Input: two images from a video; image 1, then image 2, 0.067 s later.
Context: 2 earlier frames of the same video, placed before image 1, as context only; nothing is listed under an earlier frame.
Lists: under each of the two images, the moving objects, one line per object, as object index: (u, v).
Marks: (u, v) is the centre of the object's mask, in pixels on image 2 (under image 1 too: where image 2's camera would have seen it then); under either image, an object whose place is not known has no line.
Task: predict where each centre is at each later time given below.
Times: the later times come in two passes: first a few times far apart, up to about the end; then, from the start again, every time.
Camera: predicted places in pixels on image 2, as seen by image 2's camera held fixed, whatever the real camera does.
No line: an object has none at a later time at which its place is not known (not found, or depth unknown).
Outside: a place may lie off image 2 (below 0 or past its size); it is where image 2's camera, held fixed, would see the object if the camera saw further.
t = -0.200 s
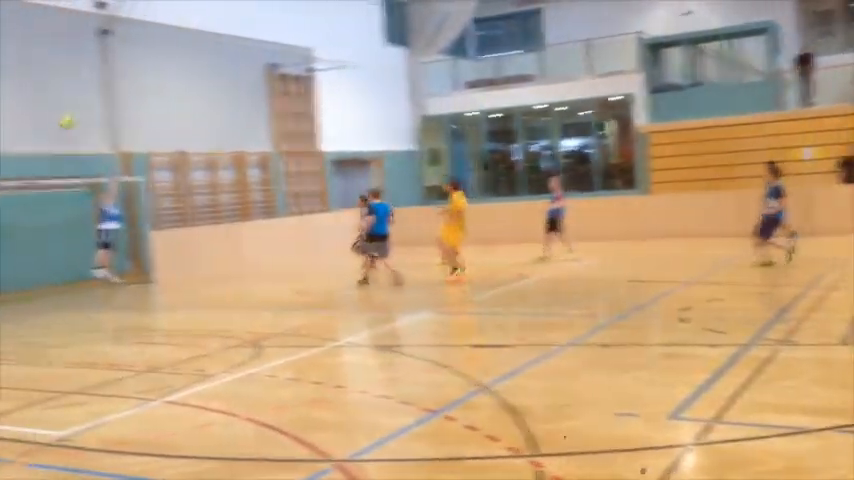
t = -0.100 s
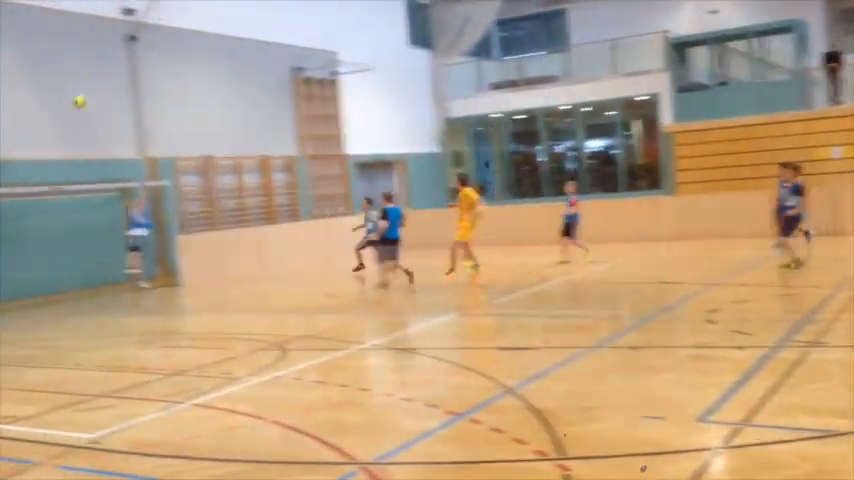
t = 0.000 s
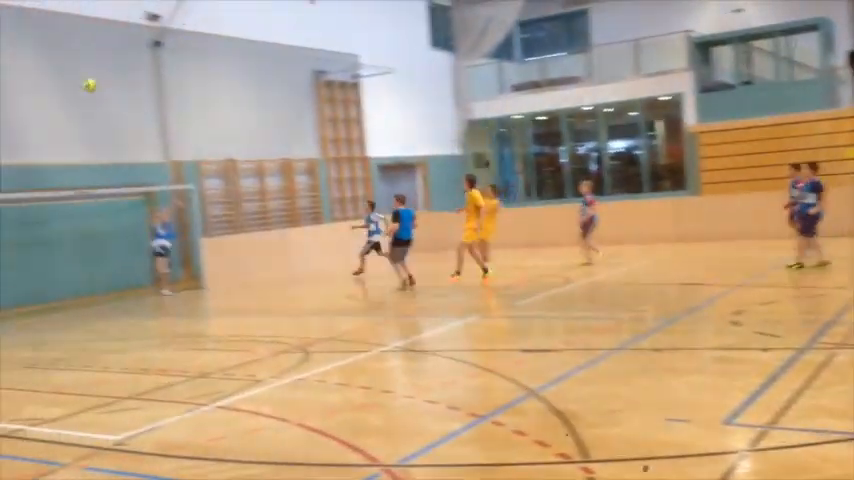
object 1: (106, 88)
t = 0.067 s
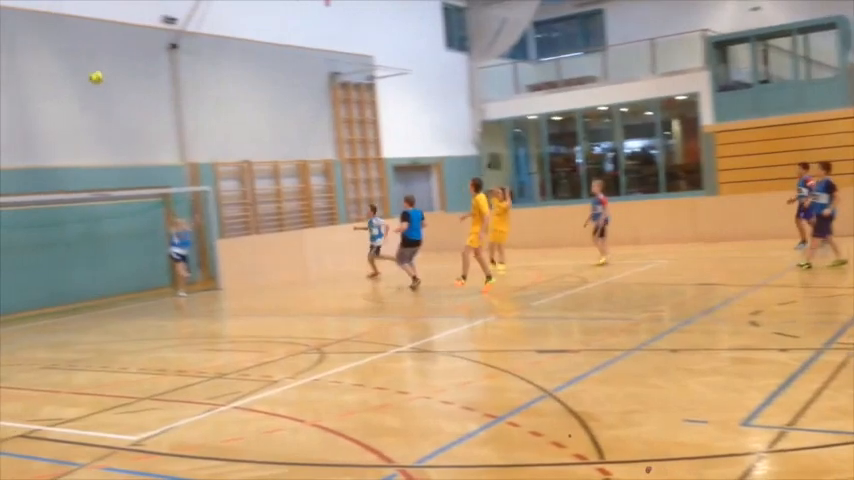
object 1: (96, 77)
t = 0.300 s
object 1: (59, 58)
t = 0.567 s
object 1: (19, 74)
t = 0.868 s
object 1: (-21, 149)
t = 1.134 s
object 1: (-43, 232)
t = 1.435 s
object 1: (-62, 328)
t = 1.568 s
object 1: (-87, 293)
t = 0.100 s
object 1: (90, 73)
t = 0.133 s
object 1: (86, 69)
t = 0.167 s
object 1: (80, 65)
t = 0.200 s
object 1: (75, 62)
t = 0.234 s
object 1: (70, 60)
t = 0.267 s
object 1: (64, 59)
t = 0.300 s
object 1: (59, 58)
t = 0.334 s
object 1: (54, 57)
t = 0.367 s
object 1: (49, 58)
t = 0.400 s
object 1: (43, 59)
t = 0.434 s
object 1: (39, 60)
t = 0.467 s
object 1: (35, 64)
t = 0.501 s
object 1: (29, 66)
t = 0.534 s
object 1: (24, 70)
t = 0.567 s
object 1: (19, 74)
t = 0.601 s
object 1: (15, 80)
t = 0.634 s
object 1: (11, 85)
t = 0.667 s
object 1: (5, 93)
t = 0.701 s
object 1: (1, 100)
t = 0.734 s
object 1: (-4, 108)
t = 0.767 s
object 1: (-8, 118)
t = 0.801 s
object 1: (-13, 127)
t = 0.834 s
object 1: (-17, 138)
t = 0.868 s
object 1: (-21, 149)
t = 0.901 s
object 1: (-26, 162)
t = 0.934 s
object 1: (-29, 175)
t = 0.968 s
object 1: (-34, 187)
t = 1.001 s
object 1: (-37, 199)
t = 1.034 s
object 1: (-39, 206)
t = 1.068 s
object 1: (-39, 215)
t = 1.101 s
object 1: (-41, 221)
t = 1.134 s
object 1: (-43, 232)
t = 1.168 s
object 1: (-45, 243)
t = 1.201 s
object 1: (-46, 256)
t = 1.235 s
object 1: (-46, 268)
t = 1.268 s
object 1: (-47, 281)
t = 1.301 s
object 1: (-49, 296)
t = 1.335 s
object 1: (-49, 314)
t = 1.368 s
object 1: (-51, 329)
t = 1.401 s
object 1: (-55, 340)
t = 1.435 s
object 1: (-62, 328)
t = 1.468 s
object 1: (-67, 319)
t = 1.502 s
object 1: (-74, 311)
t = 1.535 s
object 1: (-80, 300)
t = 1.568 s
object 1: (-87, 293)
